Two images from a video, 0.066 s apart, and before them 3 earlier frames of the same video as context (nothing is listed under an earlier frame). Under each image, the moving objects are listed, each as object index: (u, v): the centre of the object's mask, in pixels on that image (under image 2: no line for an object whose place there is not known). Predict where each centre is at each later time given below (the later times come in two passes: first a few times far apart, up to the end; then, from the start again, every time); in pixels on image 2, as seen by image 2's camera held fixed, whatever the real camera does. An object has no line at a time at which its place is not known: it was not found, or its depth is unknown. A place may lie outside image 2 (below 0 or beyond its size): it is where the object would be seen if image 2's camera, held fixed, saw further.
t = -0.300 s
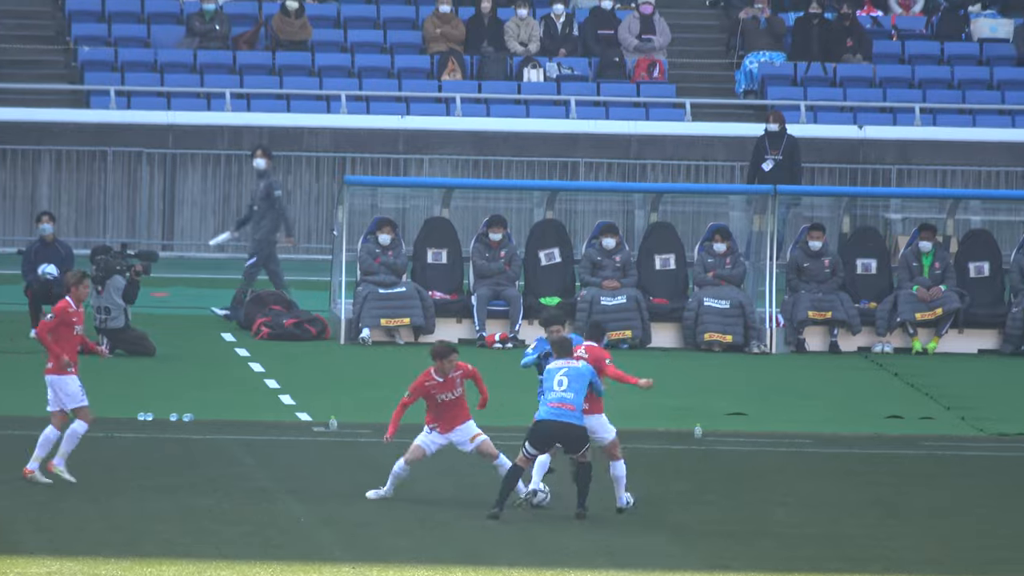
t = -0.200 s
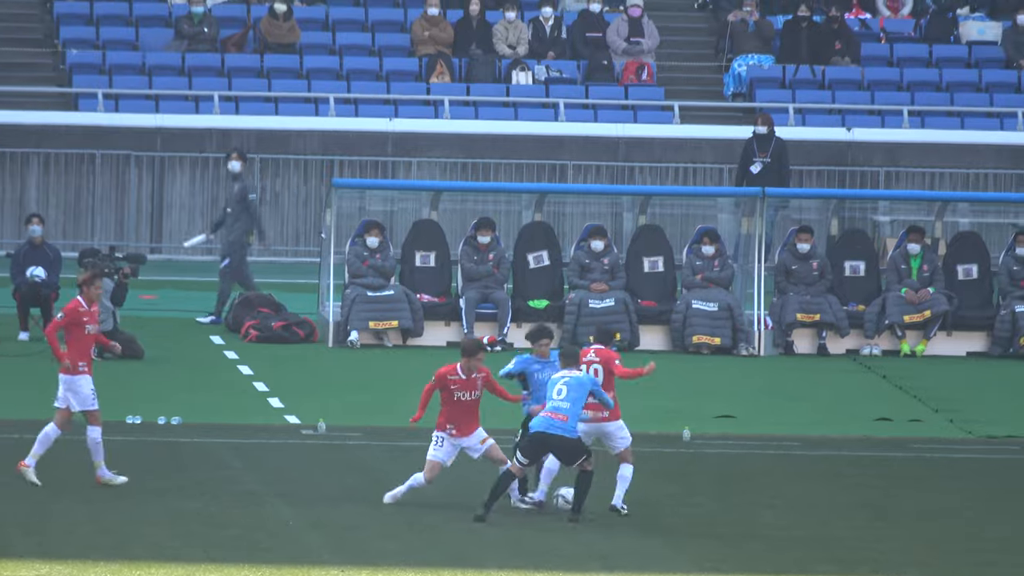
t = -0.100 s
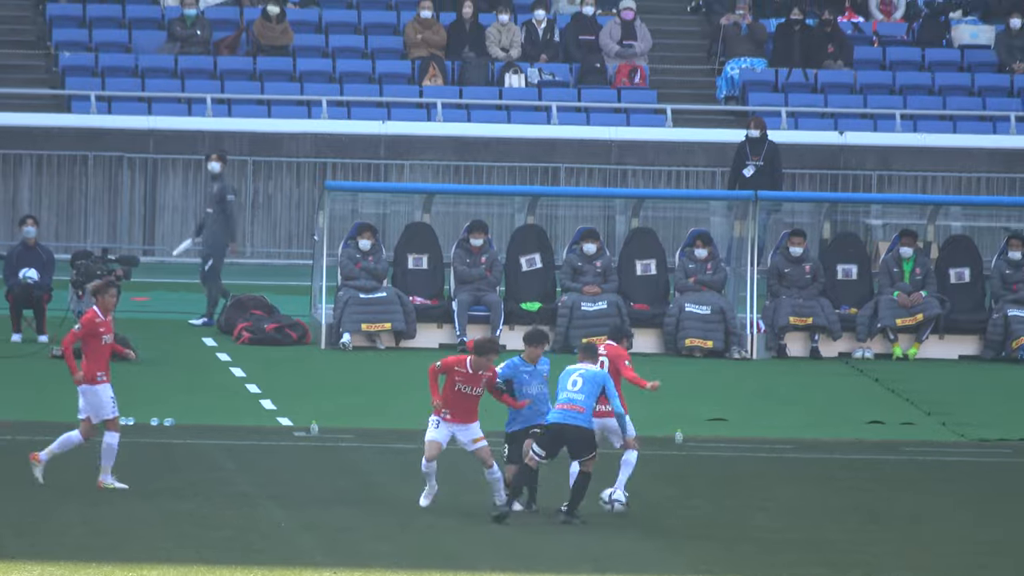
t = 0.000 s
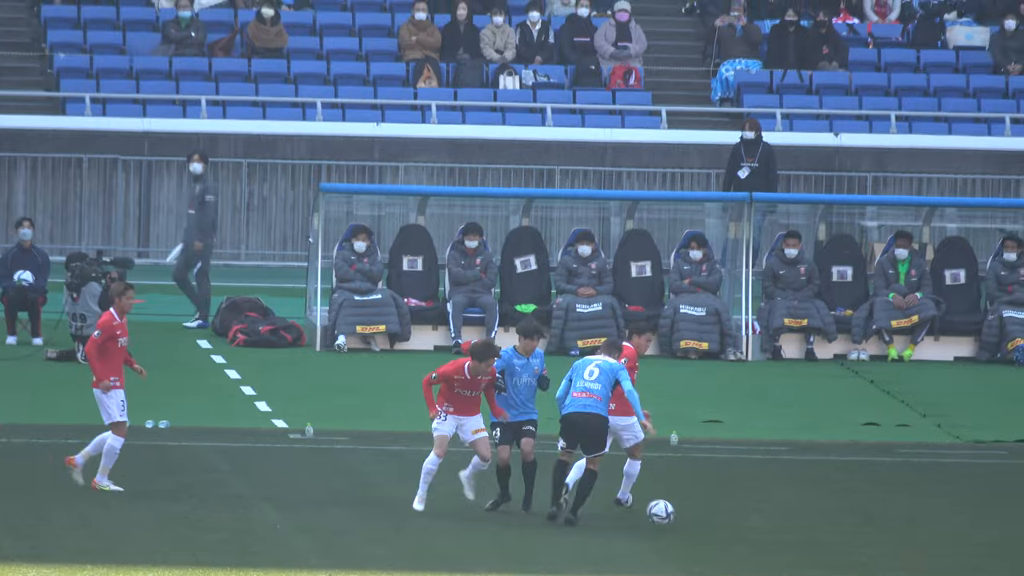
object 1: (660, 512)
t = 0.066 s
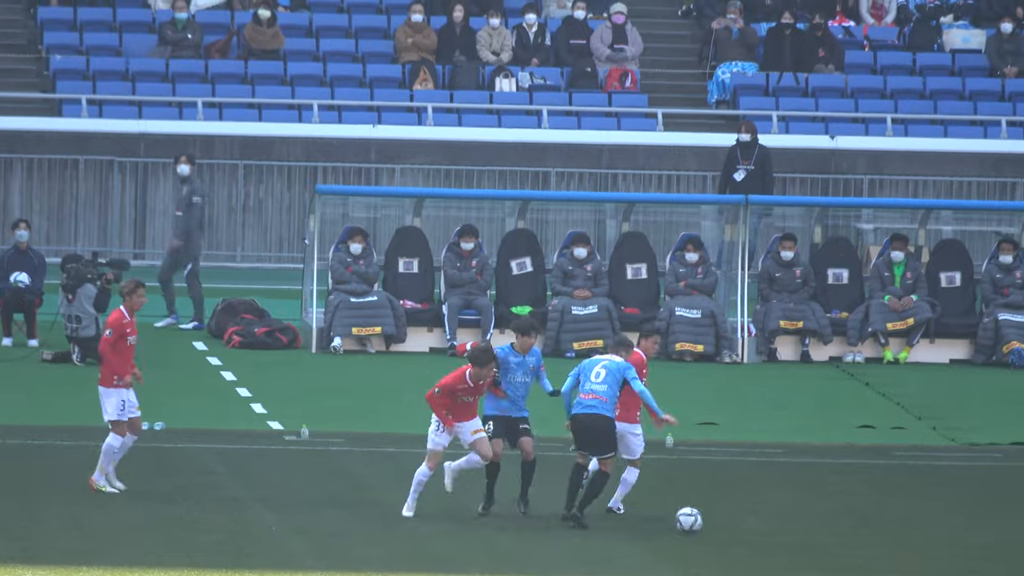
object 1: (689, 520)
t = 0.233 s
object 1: (764, 527)
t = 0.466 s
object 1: (856, 531)
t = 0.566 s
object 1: (894, 533)
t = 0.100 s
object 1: (704, 518)
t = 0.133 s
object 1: (719, 519)
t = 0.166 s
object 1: (734, 520)
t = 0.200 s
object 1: (749, 522)
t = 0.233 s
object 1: (764, 527)
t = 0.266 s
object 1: (778, 527)
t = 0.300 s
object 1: (792, 528)
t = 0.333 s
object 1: (805, 527)
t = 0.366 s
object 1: (818, 530)
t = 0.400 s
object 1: (832, 532)
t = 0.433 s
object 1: (843, 531)
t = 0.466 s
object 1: (856, 531)
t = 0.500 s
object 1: (869, 532)
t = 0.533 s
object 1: (881, 534)
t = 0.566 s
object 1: (894, 533)
